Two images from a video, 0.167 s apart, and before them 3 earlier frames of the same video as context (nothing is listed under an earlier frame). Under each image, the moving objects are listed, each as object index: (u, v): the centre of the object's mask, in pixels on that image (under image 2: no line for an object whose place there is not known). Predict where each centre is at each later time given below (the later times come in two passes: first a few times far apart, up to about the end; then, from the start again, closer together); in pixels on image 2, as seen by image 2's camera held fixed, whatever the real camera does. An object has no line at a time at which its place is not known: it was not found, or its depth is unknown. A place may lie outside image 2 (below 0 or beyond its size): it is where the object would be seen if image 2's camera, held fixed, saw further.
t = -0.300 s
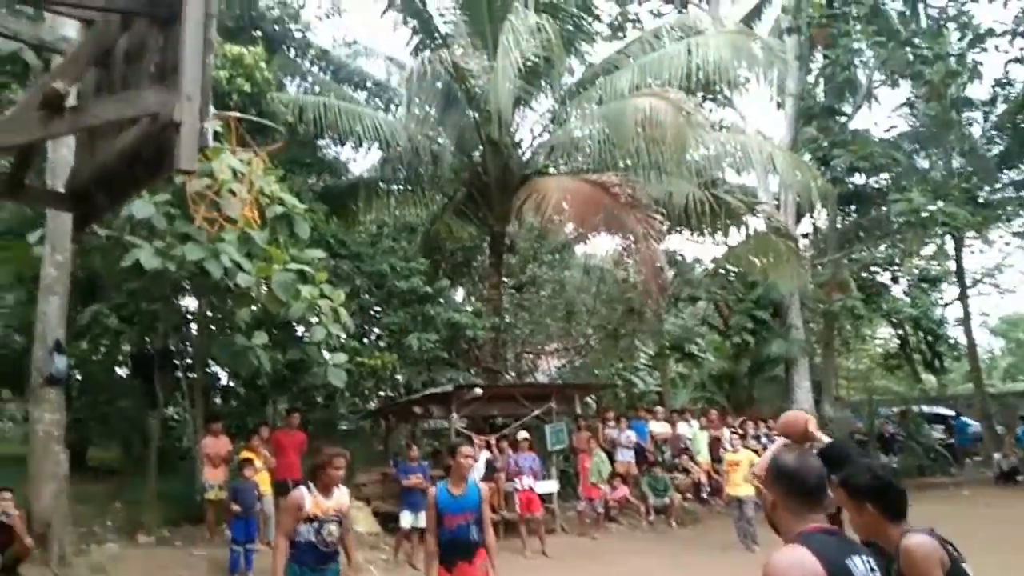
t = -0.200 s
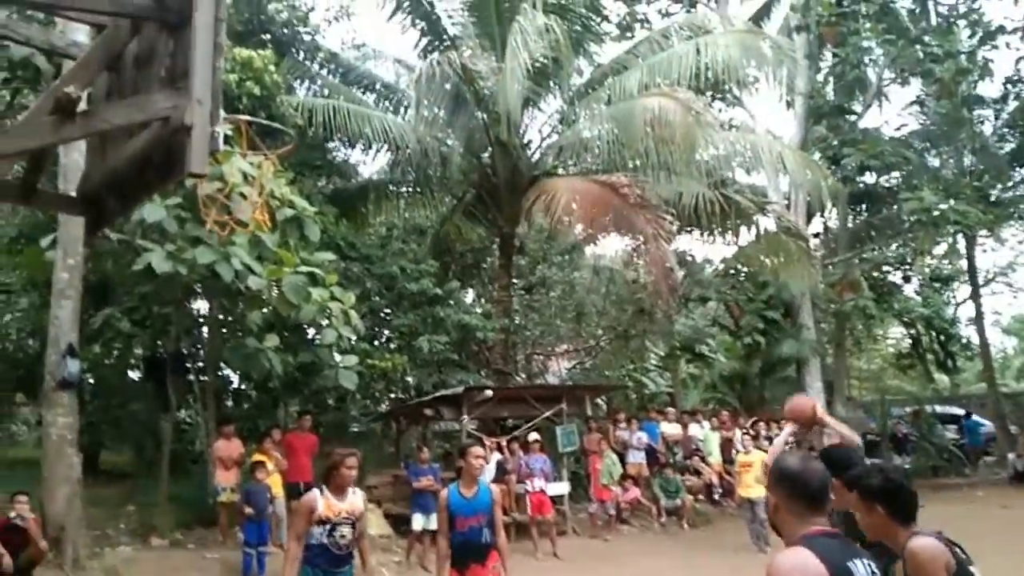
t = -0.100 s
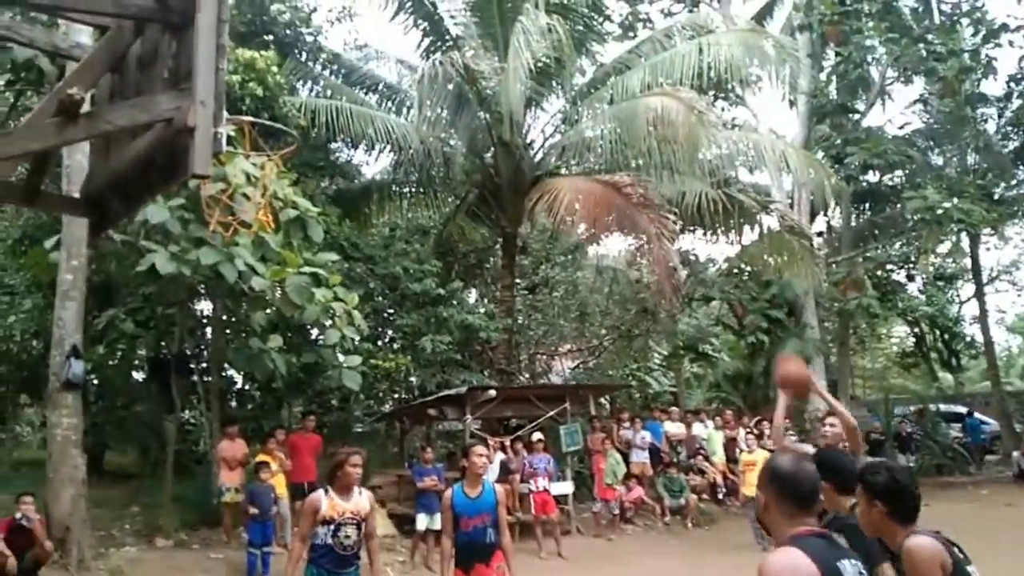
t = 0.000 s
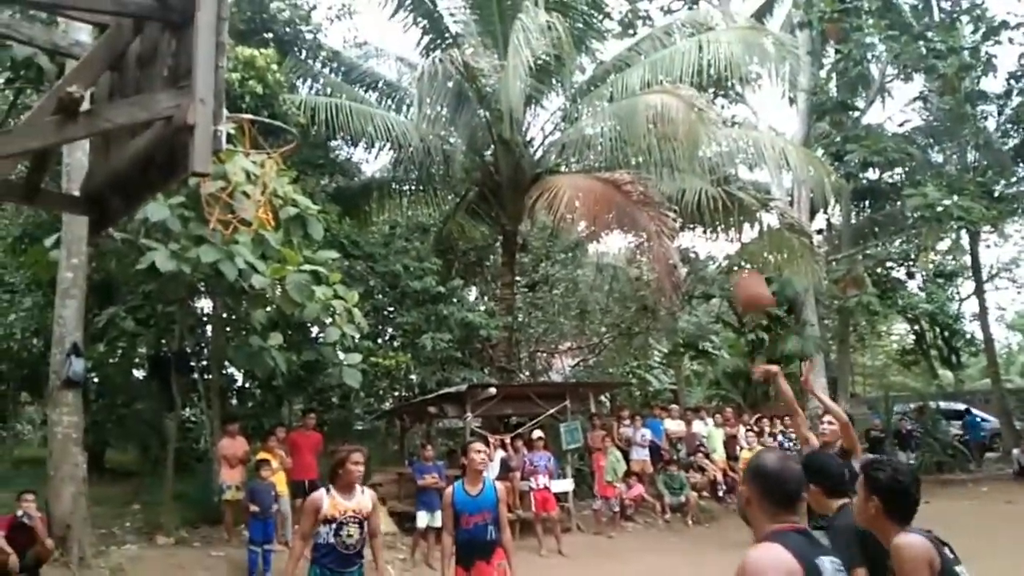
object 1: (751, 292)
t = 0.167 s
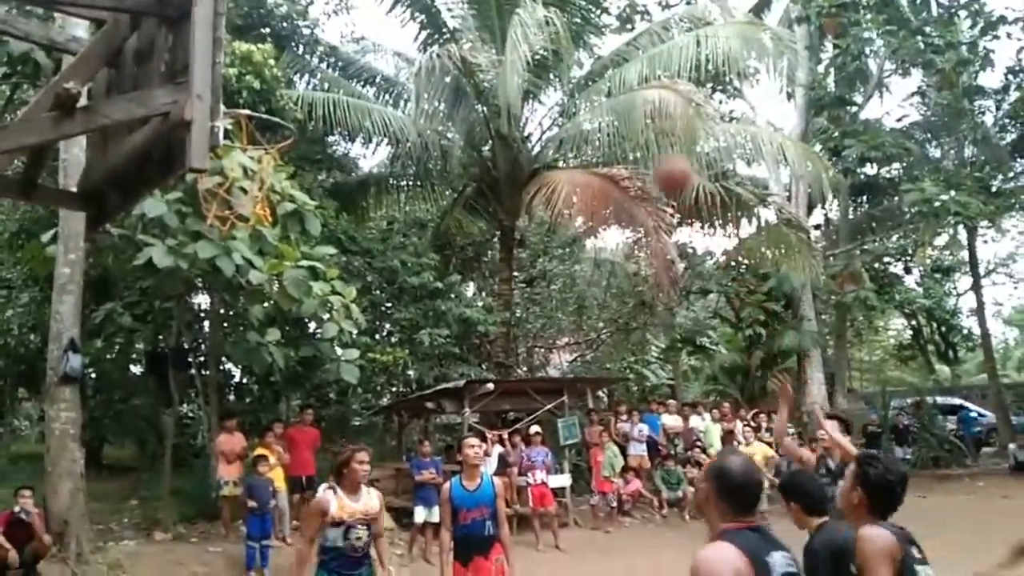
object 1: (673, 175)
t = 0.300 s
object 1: (613, 108)
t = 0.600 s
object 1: (457, 44)
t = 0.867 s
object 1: (295, 109)
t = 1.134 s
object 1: (232, 84)
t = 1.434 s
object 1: (262, 99)
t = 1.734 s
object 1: (221, 188)
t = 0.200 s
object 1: (660, 155)
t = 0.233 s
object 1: (645, 137)
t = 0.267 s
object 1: (628, 121)
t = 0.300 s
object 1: (613, 108)
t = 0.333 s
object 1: (597, 93)
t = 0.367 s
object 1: (581, 81)
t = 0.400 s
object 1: (563, 71)
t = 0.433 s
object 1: (549, 64)
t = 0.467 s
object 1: (533, 57)
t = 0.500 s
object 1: (512, 49)
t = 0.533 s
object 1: (494, 45)
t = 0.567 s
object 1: (476, 43)
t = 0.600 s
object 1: (457, 44)
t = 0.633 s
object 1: (439, 46)
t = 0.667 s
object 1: (419, 52)
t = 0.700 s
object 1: (394, 61)
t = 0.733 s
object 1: (372, 68)
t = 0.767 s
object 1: (351, 77)
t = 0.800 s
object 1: (327, 95)
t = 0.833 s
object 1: (302, 112)
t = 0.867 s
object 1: (295, 109)
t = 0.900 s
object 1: (287, 99)
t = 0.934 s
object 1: (276, 92)
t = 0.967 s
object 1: (264, 85)
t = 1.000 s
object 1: (254, 80)
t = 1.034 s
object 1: (248, 78)
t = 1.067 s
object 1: (242, 77)
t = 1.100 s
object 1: (237, 79)
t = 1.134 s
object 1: (232, 84)
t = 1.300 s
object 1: (235, 76)
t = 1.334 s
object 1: (240, 79)
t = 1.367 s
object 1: (246, 83)
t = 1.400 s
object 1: (251, 88)
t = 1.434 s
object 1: (262, 99)
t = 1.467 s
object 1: (274, 104)
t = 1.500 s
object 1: (268, 117)
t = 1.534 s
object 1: (259, 123)
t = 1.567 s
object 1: (252, 131)
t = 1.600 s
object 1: (246, 141)
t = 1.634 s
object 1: (239, 156)
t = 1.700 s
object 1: (226, 183)
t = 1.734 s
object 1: (221, 188)
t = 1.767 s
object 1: (220, 193)
